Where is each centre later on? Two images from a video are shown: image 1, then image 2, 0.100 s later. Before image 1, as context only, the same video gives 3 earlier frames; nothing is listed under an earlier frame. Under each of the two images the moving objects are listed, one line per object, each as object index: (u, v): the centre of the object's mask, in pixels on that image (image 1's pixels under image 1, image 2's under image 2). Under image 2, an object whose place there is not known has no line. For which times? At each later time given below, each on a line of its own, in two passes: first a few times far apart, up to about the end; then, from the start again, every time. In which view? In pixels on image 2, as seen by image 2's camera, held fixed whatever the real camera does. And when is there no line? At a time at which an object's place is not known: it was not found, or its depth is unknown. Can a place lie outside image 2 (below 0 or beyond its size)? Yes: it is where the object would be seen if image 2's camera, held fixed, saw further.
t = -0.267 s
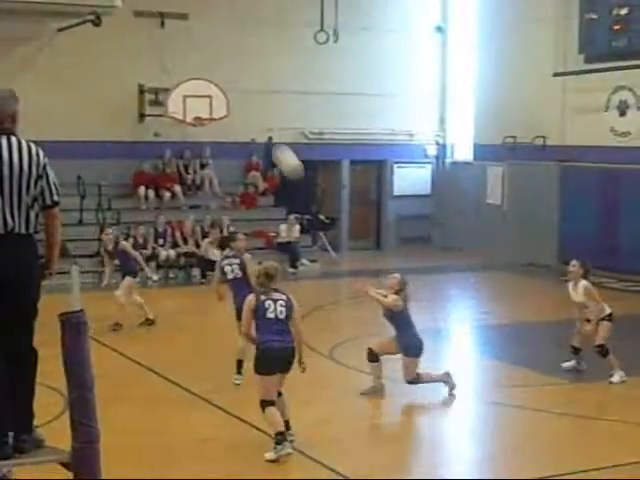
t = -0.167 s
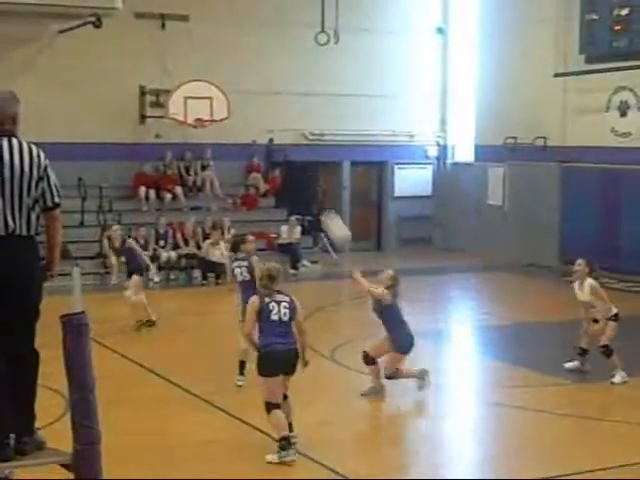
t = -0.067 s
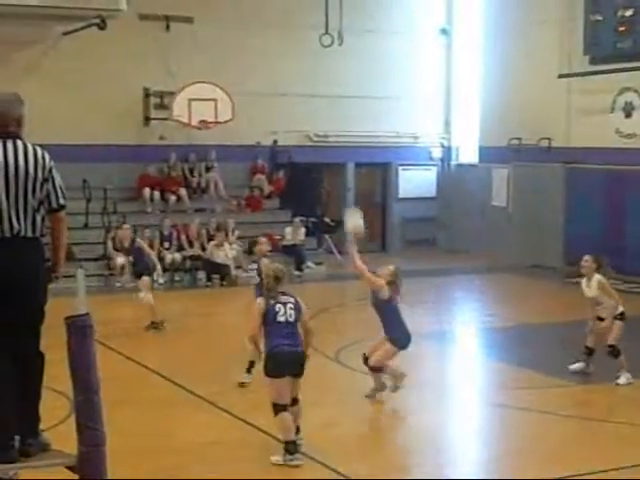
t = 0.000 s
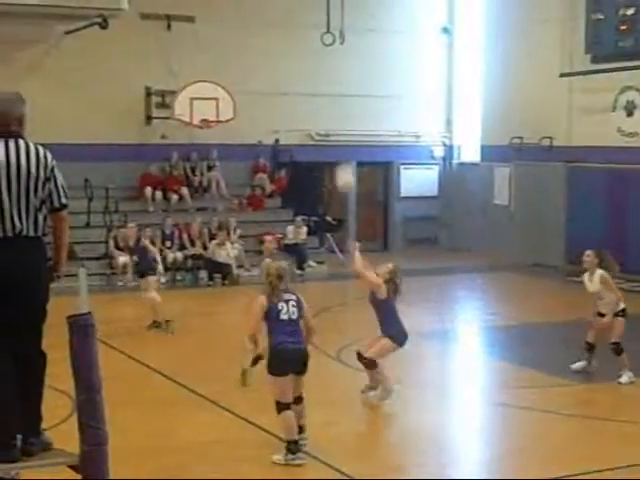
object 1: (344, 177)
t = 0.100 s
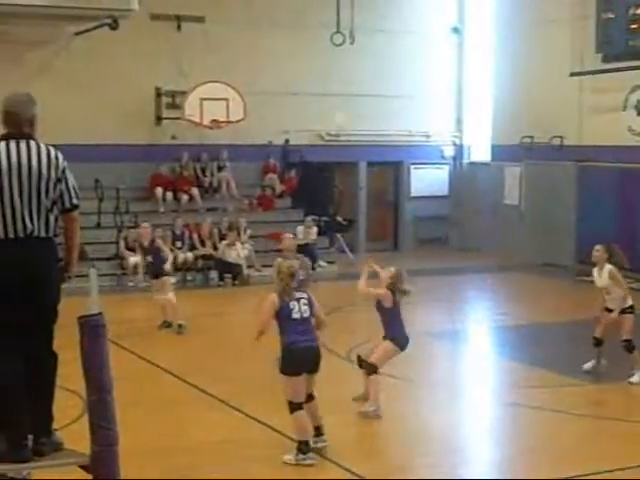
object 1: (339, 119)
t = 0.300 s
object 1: (308, 45)
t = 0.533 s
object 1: (275, 9)
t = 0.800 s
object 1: (238, 26)
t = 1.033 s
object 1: (212, 80)
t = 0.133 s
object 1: (333, 105)
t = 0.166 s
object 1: (332, 87)
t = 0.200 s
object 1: (323, 76)
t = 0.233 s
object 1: (319, 63)
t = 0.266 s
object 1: (314, 53)
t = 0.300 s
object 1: (308, 45)
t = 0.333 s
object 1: (303, 36)
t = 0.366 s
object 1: (298, 28)
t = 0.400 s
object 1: (293, 23)
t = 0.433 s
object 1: (288, 18)
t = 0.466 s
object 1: (284, 13)
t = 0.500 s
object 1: (279, 10)
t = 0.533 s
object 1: (275, 9)
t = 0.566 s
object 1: (270, 8)
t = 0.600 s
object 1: (266, 7)
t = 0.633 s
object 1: (262, 8)
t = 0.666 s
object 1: (258, 9)
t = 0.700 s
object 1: (253, 11)
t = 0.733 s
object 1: (248, 15)
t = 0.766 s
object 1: (244, 19)
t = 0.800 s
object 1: (238, 26)
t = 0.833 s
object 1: (235, 32)
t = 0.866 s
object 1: (231, 38)
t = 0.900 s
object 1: (227, 46)
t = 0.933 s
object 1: (222, 55)
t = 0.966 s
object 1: (218, 65)
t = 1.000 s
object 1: (215, 74)
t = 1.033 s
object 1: (212, 80)
